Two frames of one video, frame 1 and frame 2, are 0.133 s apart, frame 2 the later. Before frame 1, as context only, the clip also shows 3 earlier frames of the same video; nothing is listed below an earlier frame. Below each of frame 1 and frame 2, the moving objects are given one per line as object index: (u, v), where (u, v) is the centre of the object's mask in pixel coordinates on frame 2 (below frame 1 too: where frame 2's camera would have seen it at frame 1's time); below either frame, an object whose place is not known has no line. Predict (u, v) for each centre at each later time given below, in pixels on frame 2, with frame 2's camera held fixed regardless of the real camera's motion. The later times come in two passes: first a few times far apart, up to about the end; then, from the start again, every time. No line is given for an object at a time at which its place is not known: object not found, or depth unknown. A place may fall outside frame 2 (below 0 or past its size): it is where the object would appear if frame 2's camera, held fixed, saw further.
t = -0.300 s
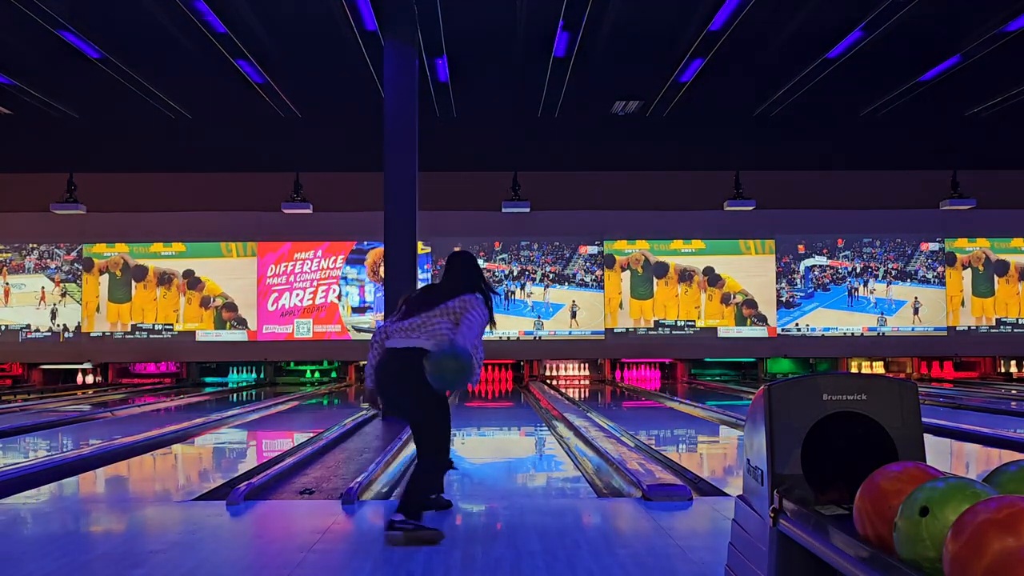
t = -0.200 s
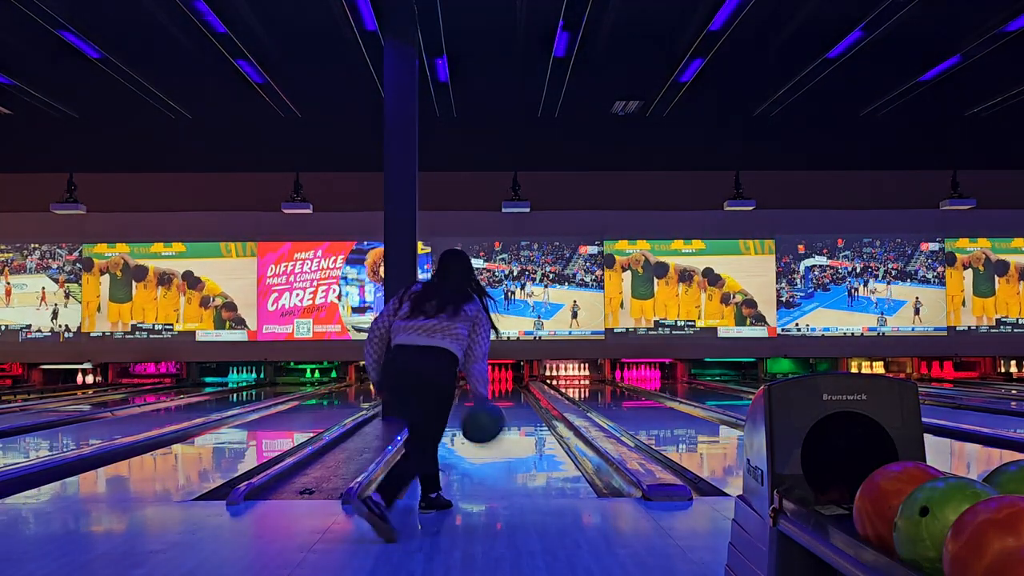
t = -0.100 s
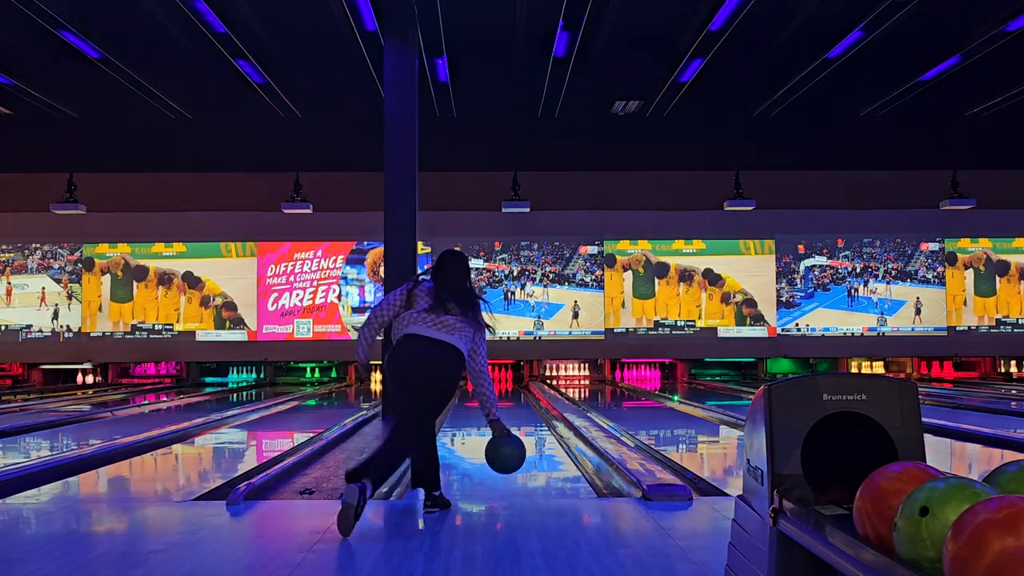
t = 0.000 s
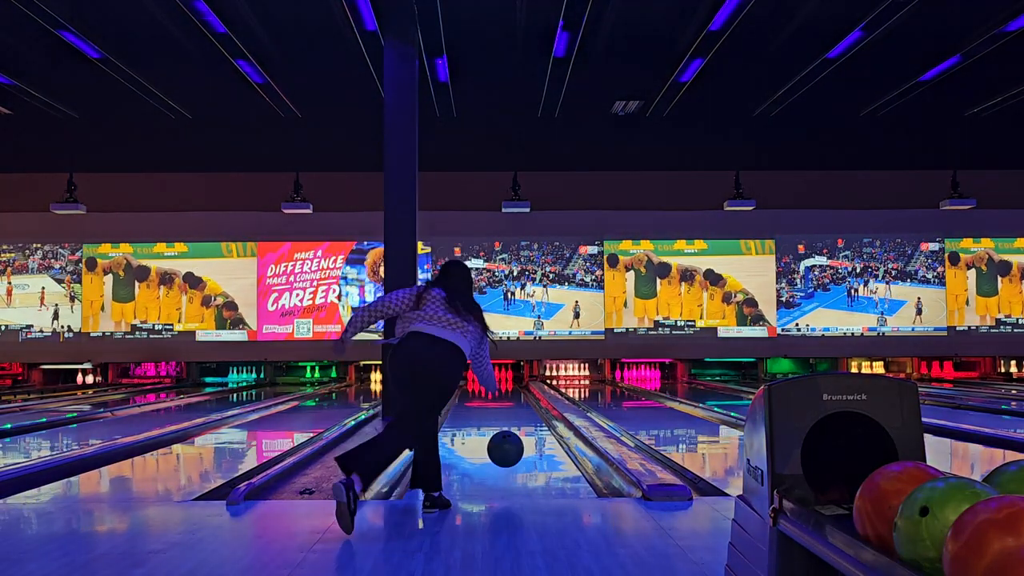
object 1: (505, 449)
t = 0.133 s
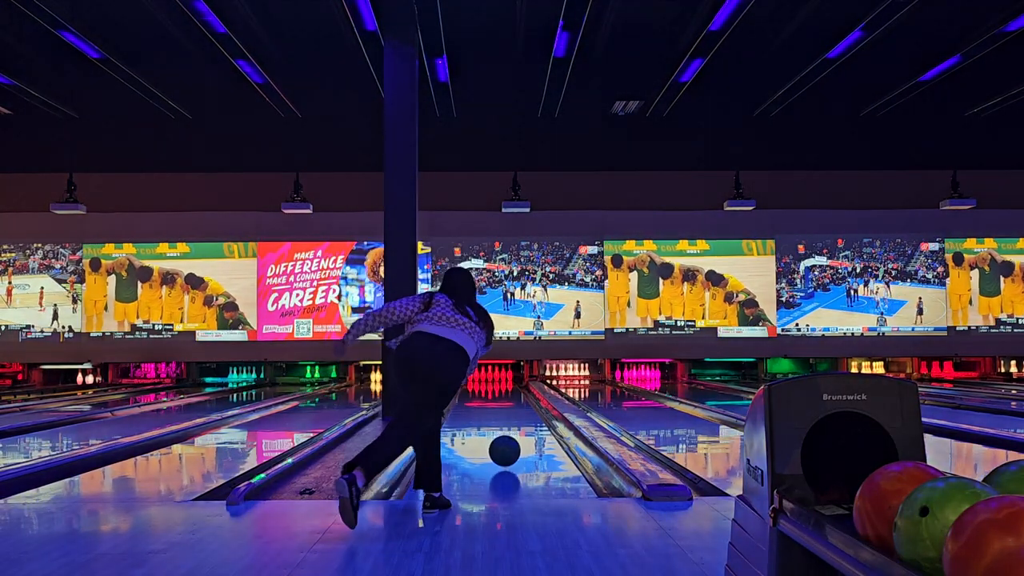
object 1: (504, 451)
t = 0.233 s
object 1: (504, 443)
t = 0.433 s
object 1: (503, 428)
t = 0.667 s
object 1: (502, 416)
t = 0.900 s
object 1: (502, 406)
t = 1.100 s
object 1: (501, 400)
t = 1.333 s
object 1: (500, 395)
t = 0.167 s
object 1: (504, 447)
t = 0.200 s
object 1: (504, 446)
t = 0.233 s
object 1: (504, 443)
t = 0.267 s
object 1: (504, 440)
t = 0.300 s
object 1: (503, 437)
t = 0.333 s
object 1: (503, 435)
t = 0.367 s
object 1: (503, 432)
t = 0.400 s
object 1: (503, 430)
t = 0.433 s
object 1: (503, 428)
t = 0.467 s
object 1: (503, 426)
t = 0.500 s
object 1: (503, 424)
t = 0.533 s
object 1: (503, 422)
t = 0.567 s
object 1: (503, 420)
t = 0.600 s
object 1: (502, 419)
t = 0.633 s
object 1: (502, 417)
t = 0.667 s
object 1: (502, 416)
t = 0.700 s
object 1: (502, 414)
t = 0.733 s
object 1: (502, 412)
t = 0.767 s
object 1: (503, 411)
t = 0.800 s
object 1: (503, 409)
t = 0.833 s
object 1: (503, 409)
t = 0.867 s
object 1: (502, 407)
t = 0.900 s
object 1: (502, 406)
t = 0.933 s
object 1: (501, 405)
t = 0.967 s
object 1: (501, 404)
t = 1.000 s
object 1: (501, 403)
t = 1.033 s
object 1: (501, 402)
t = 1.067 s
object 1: (501, 401)
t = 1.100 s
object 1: (501, 400)
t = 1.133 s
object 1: (501, 399)
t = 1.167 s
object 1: (501, 399)
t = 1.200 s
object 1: (500, 398)
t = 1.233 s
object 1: (500, 397)
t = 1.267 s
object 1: (500, 396)
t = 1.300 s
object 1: (500, 396)
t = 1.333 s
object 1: (500, 395)
